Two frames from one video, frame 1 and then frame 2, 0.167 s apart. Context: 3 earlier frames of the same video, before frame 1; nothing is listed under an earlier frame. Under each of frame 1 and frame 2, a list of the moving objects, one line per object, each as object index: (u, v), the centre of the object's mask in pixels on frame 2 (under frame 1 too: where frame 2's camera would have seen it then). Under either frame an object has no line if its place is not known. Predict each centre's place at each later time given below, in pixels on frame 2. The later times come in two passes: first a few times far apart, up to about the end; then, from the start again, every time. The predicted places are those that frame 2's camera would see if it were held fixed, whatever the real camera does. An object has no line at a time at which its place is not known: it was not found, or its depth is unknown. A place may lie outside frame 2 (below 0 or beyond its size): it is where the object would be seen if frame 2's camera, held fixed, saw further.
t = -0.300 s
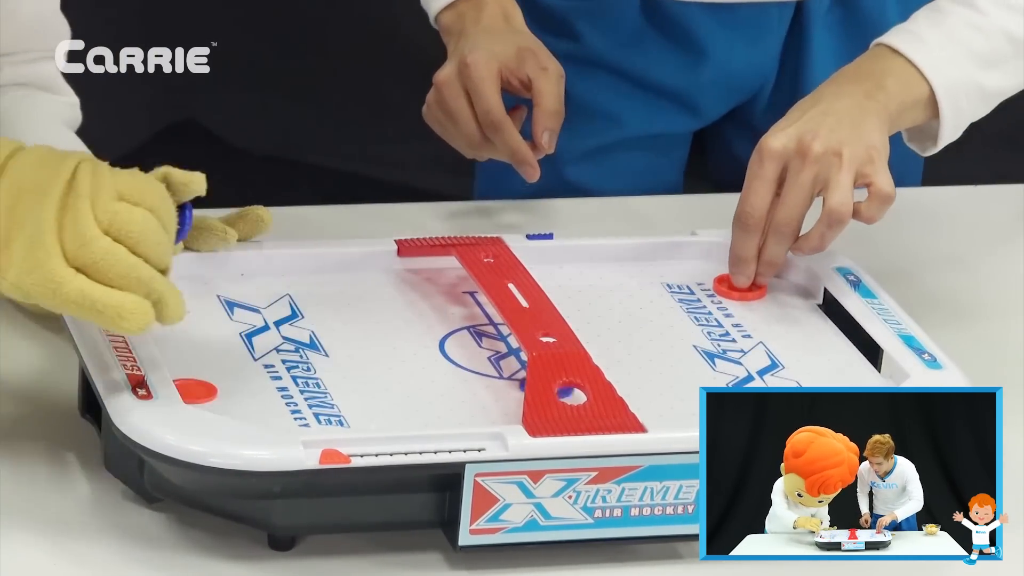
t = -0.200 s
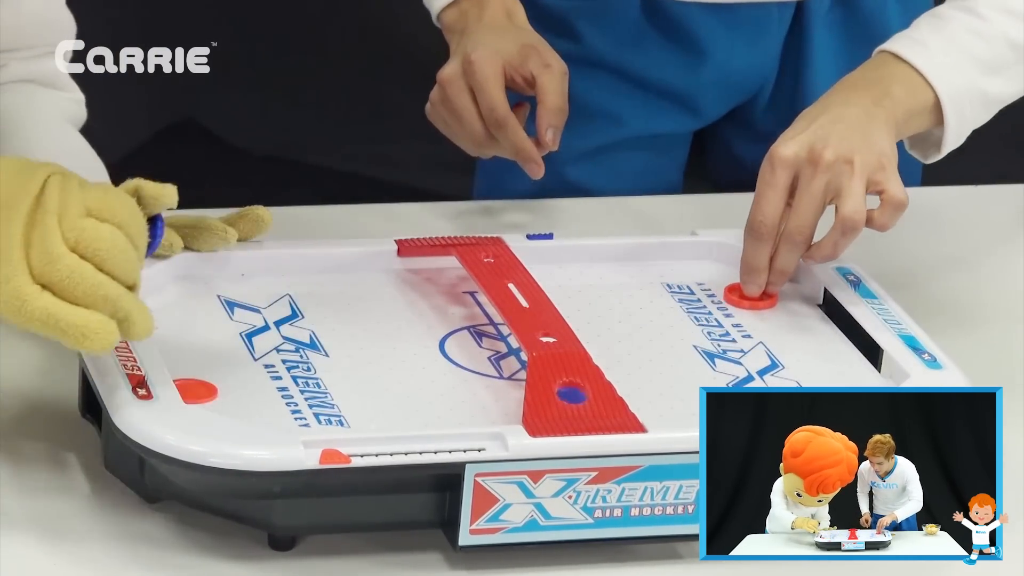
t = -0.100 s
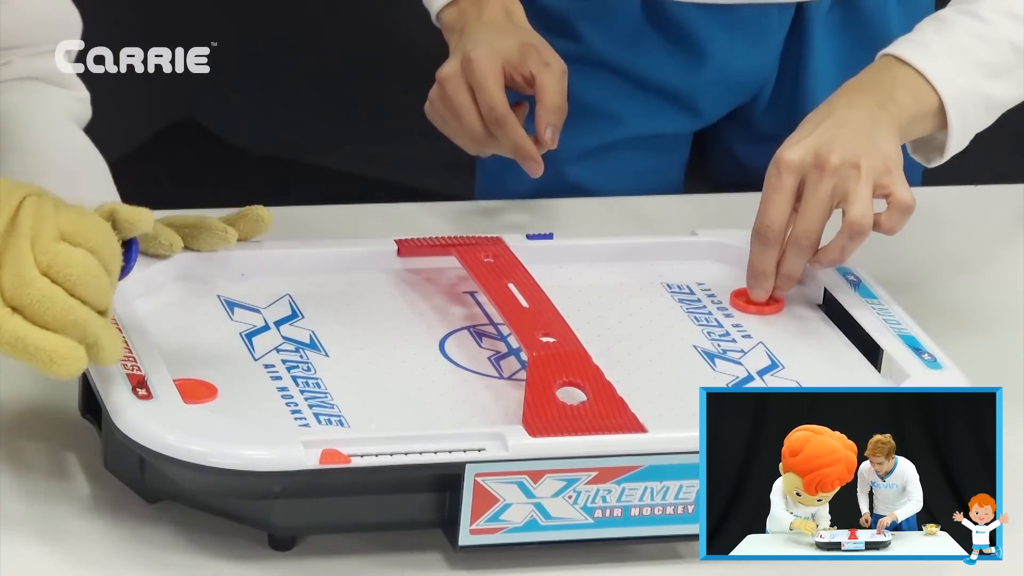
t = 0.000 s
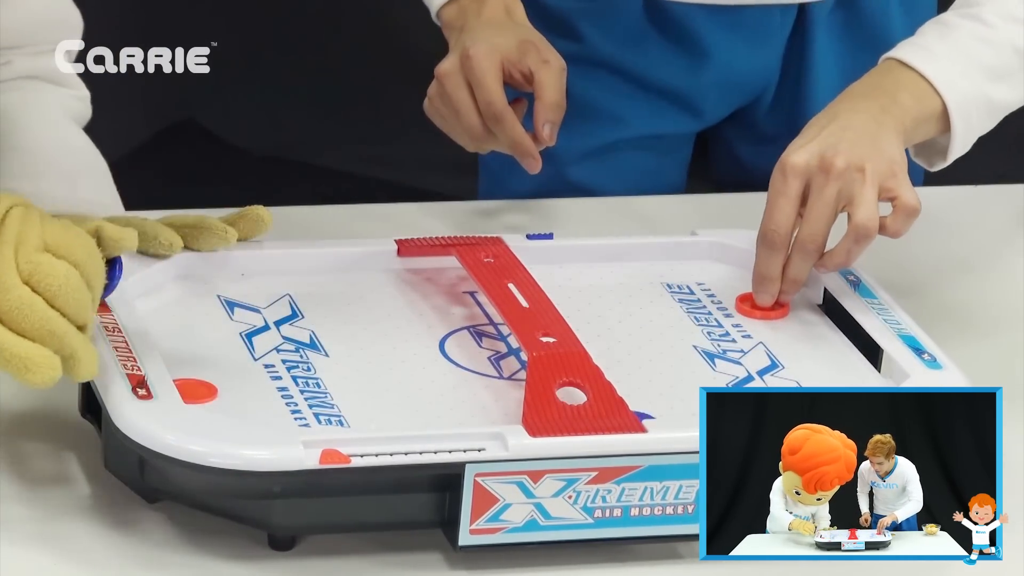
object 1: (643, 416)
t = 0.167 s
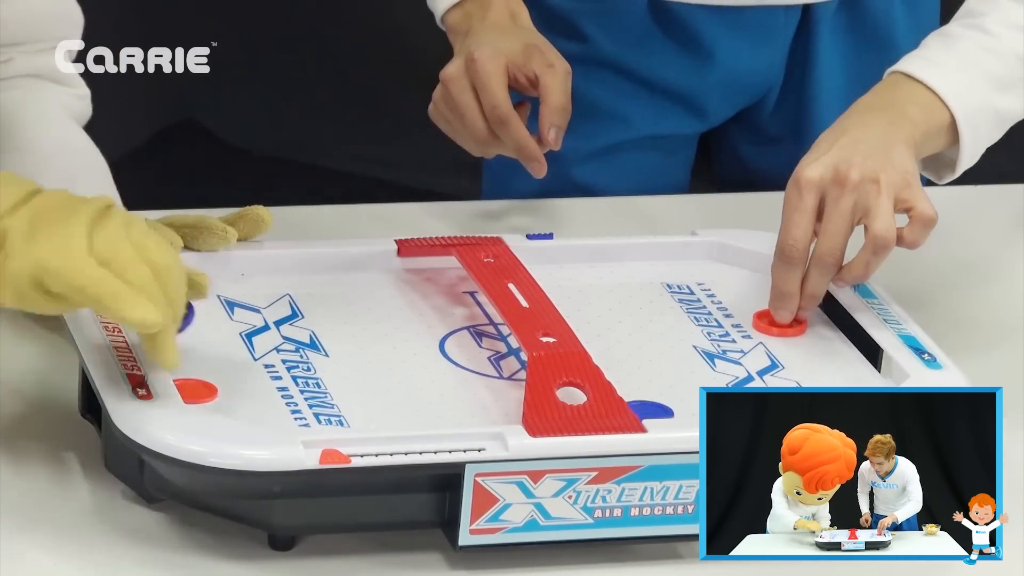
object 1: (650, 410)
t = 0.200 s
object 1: (651, 408)
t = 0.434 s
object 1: (651, 380)
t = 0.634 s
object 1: (649, 359)
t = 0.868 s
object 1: (638, 335)
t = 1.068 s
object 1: (626, 315)
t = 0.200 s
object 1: (651, 408)
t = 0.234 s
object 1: (650, 405)
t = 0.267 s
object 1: (649, 401)
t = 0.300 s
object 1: (649, 397)
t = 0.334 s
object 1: (649, 393)
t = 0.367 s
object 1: (650, 388)
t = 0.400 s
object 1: (650, 384)
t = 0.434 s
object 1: (651, 380)
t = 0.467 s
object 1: (651, 377)
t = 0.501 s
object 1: (651, 373)
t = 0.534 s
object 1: (651, 370)
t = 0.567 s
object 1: (651, 366)
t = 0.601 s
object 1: (650, 363)
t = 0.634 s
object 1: (649, 359)
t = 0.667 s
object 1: (648, 356)
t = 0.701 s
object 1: (646, 352)
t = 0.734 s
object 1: (645, 349)
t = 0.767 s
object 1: (643, 345)
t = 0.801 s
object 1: (641, 342)
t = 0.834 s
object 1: (640, 339)
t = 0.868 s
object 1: (638, 335)
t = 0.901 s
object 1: (636, 332)
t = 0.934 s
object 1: (634, 328)
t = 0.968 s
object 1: (632, 325)
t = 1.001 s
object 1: (630, 321)
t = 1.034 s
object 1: (628, 318)
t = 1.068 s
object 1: (626, 315)
